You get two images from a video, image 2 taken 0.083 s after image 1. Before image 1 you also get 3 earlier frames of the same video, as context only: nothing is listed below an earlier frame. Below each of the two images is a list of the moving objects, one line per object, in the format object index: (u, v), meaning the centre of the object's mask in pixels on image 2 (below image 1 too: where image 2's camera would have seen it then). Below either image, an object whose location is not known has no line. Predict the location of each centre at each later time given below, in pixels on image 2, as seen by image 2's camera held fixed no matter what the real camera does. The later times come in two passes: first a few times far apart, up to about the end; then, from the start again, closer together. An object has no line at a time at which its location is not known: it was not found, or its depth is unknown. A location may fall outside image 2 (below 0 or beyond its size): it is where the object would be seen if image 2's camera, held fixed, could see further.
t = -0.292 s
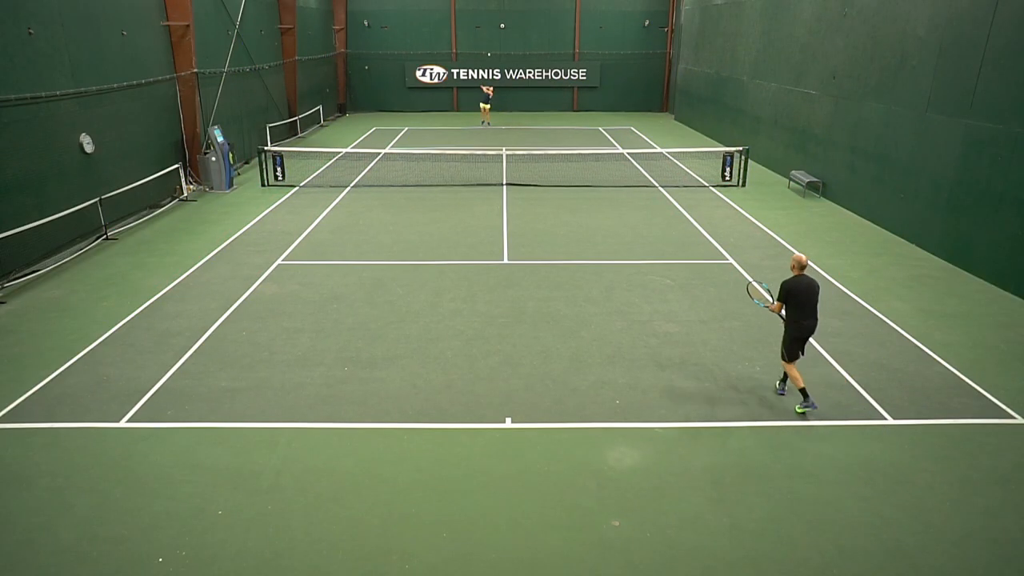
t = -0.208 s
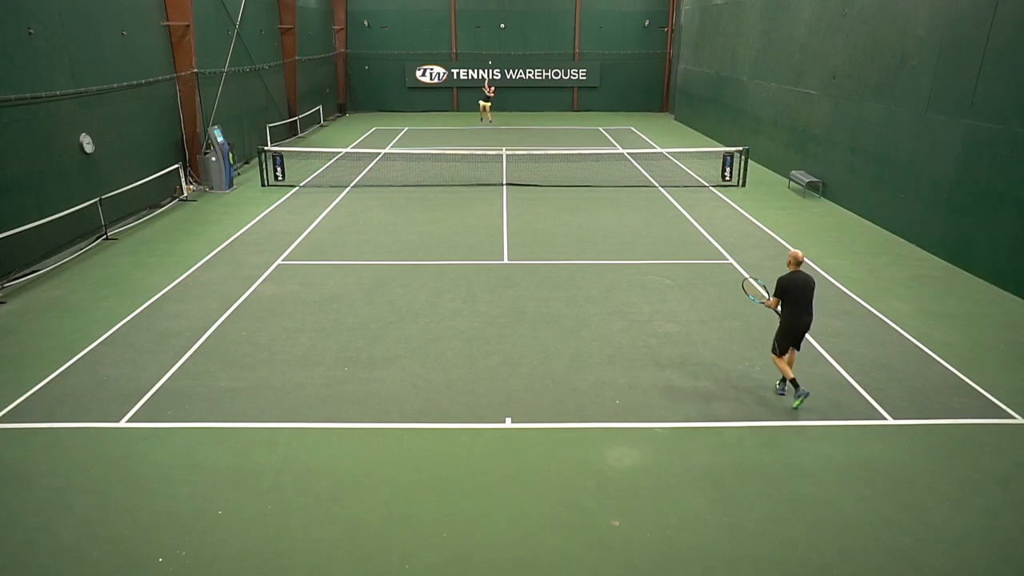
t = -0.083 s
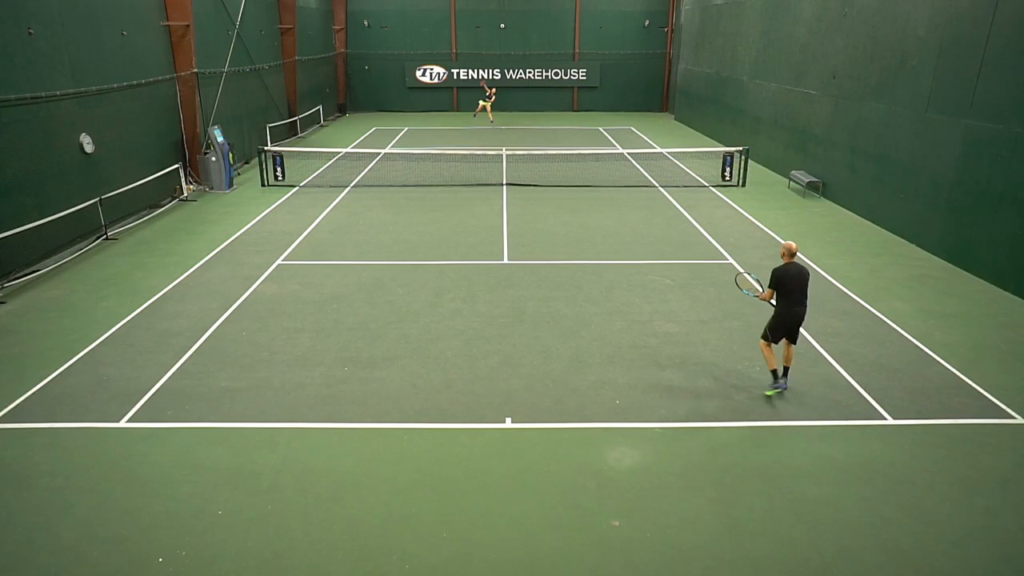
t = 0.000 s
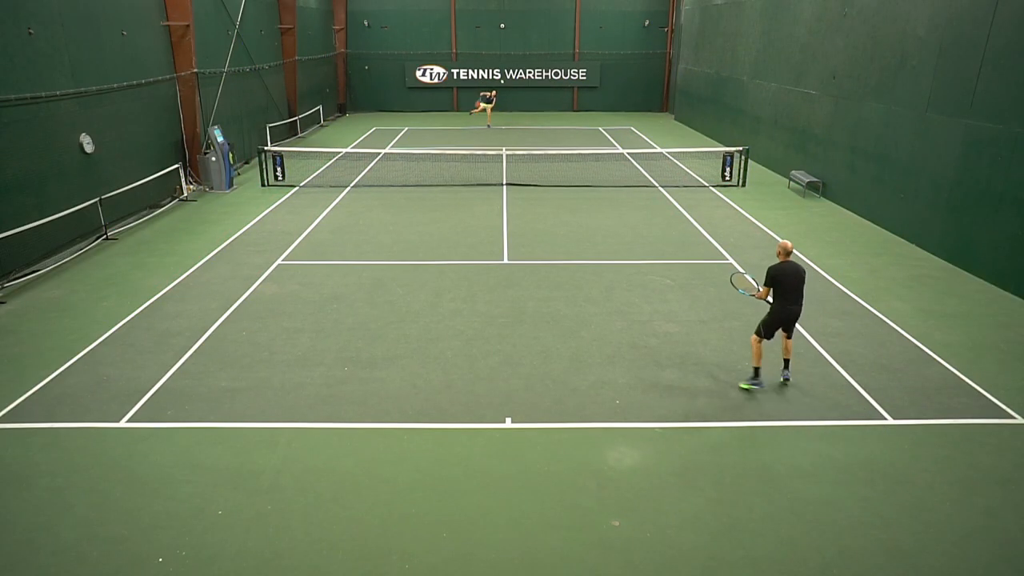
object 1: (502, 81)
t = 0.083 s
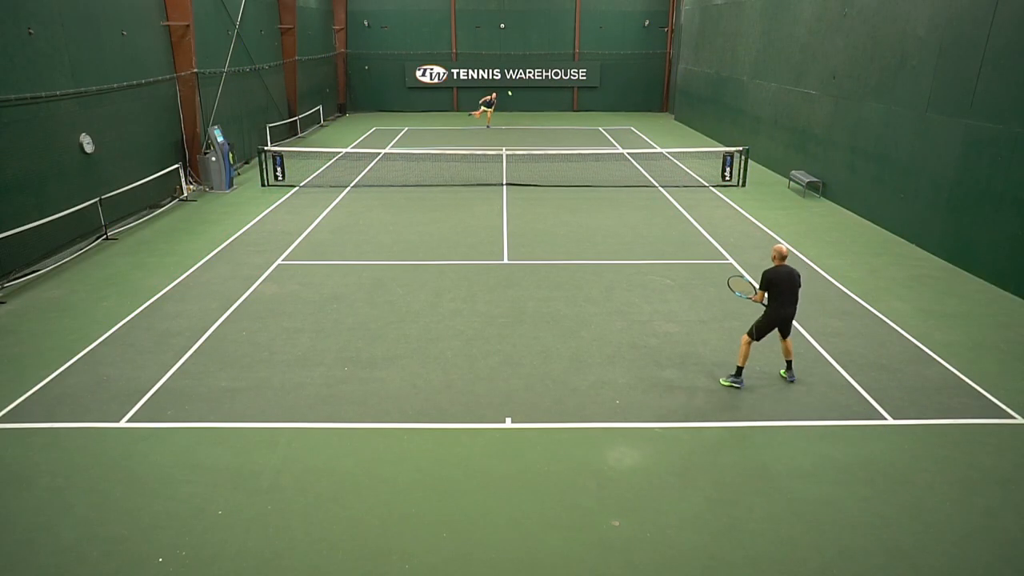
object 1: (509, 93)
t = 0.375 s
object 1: (548, 172)
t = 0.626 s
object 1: (592, 227)
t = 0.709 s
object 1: (607, 228)
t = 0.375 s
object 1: (548, 172)
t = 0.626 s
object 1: (592, 227)
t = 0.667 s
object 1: (600, 227)
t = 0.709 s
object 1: (607, 228)
